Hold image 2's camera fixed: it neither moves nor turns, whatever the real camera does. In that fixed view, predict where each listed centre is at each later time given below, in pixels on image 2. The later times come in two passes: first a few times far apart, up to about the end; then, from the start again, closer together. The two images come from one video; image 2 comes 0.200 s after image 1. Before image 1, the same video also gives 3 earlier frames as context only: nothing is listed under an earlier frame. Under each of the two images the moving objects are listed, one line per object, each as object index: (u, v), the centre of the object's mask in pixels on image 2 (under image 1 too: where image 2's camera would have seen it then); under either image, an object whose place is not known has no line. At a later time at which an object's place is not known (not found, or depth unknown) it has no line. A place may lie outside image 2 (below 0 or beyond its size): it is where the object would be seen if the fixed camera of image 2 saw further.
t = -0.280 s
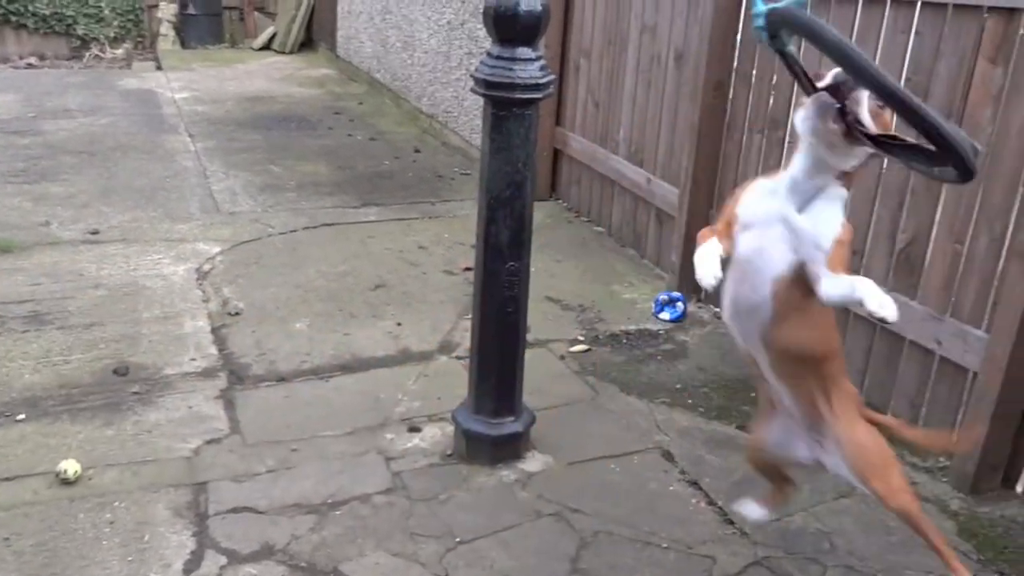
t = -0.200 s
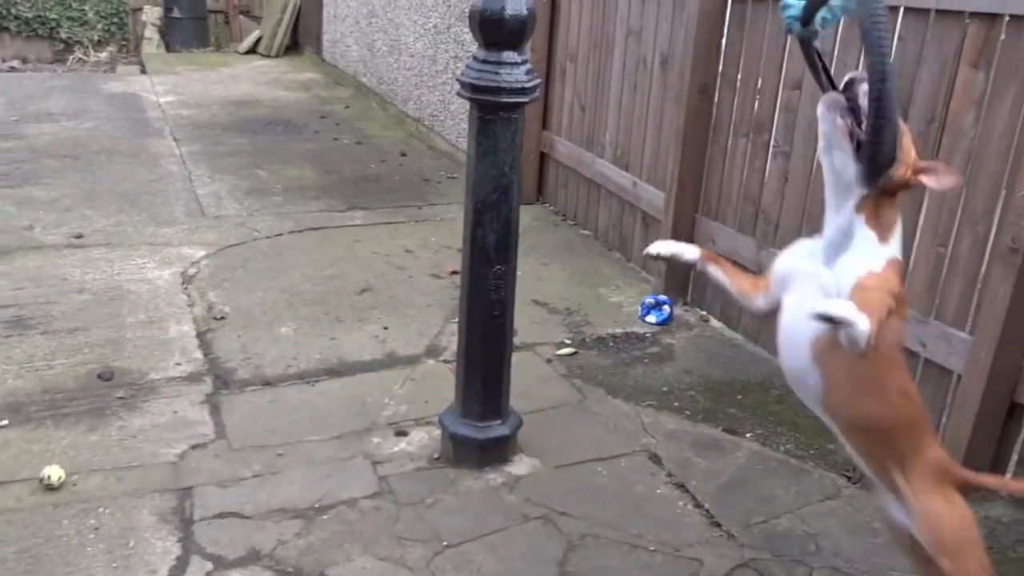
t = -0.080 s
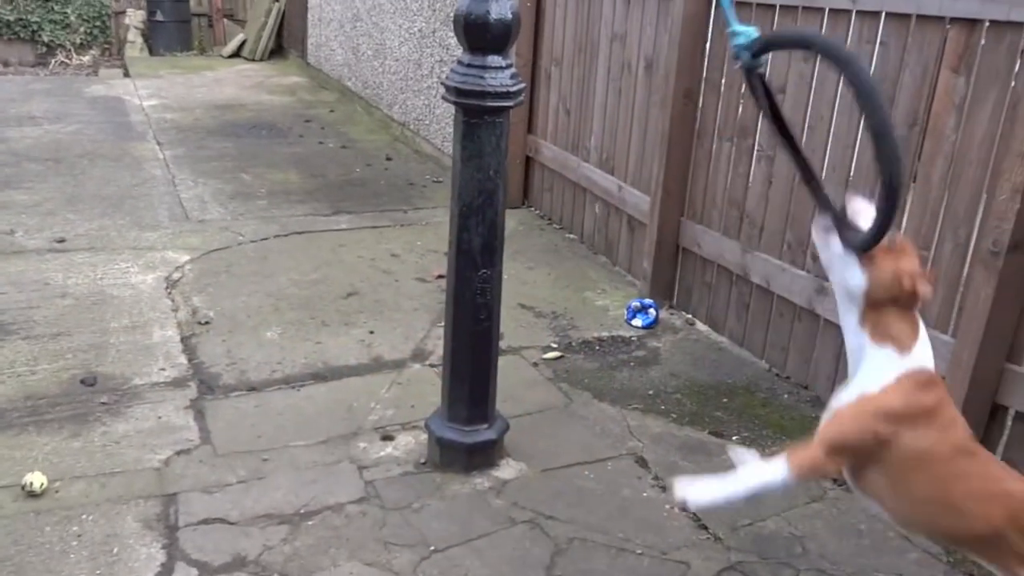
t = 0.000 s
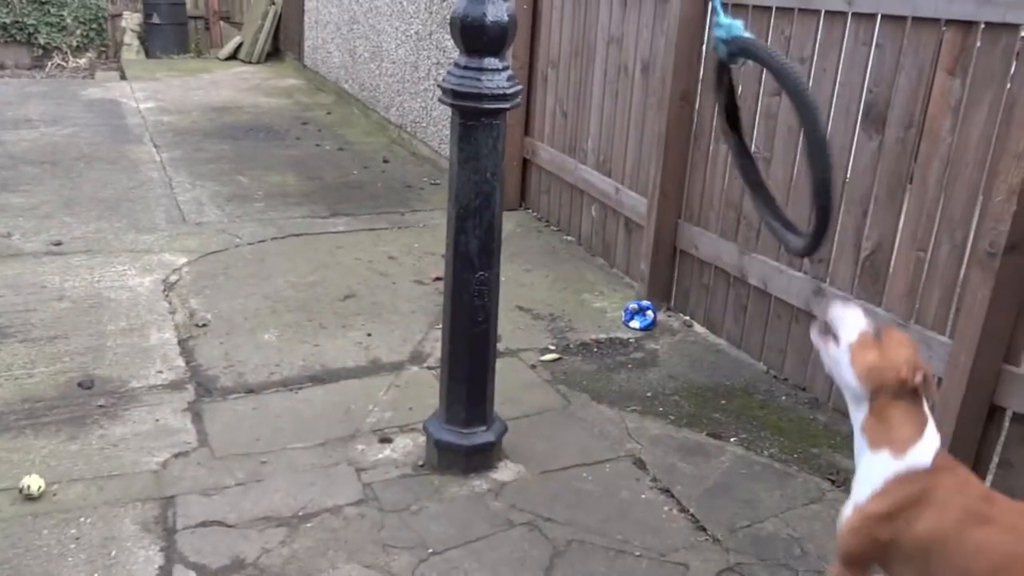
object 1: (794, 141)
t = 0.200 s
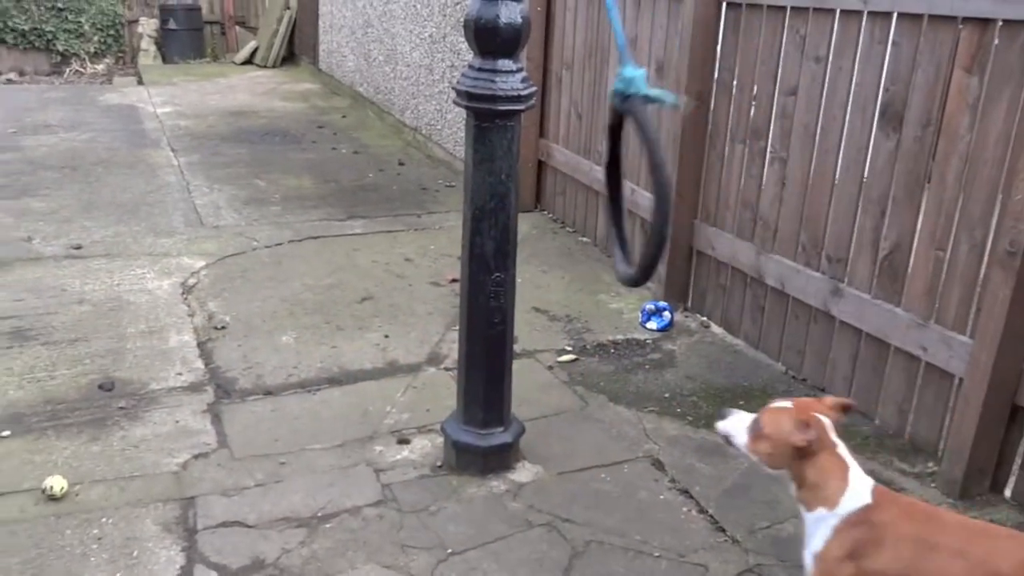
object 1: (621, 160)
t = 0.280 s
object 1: (554, 181)
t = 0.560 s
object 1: (290, 196)
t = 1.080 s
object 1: (58, 72)
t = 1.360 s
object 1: (70, 77)
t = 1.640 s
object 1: (152, 145)
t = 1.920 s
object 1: (304, 197)
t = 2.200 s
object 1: (485, 222)
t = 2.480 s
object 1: (585, 214)
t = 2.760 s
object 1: (557, 226)
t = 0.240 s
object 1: (590, 172)
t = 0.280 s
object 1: (554, 181)
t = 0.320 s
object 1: (511, 175)
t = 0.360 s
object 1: (478, 197)
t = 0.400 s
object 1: (439, 218)
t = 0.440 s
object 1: (401, 222)
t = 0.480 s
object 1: (362, 219)
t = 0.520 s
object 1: (327, 203)
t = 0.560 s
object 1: (290, 196)
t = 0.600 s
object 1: (256, 185)
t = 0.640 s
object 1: (226, 177)
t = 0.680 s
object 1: (204, 165)
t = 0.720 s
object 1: (182, 154)
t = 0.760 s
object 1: (161, 141)
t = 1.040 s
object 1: (62, 75)
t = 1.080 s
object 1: (58, 72)
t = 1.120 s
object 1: (58, 67)
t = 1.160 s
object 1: (53, 65)
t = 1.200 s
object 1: (55, 62)
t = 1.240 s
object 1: (74, 77)
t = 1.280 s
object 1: (56, 69)
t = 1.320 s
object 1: (83, 84)
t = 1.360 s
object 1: (70, 77)
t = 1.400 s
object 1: (75, 92)
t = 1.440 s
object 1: (86, 97)
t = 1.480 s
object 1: (97, 106)
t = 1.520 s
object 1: (110, 111)
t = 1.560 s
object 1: (122, 127)
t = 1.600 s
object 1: (137, 138)
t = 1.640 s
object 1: (152, 145)
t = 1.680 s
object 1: (170, 157)
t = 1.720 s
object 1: (190, 166)
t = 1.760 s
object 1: (211, 178)
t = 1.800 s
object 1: (232, 183)
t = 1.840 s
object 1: (255, 185)
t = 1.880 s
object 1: (277, 196)
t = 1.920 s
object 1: (304, 197)
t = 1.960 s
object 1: (329, 206)
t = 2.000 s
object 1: (357, 211)
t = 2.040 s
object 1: (384, 219)
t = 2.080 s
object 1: (491, 228)
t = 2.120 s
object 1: (435, 224)
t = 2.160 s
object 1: (461, 232)
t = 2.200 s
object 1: (485, 222)
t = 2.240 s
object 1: (506, 221)
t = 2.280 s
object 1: (522, 213)
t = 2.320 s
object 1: (541, 213)
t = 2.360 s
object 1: (557, 215)
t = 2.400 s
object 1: (614, 207)
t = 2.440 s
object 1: (577, 215)
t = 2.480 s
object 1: (585, 214)
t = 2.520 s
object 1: (587, 212)
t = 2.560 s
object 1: (589, 216)
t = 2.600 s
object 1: (586, 211)
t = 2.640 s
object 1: (583, 212)
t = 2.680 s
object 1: (576, 212)
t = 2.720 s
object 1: (567, 210)
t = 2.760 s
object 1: (557, 226)
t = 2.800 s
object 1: (542, 219)
